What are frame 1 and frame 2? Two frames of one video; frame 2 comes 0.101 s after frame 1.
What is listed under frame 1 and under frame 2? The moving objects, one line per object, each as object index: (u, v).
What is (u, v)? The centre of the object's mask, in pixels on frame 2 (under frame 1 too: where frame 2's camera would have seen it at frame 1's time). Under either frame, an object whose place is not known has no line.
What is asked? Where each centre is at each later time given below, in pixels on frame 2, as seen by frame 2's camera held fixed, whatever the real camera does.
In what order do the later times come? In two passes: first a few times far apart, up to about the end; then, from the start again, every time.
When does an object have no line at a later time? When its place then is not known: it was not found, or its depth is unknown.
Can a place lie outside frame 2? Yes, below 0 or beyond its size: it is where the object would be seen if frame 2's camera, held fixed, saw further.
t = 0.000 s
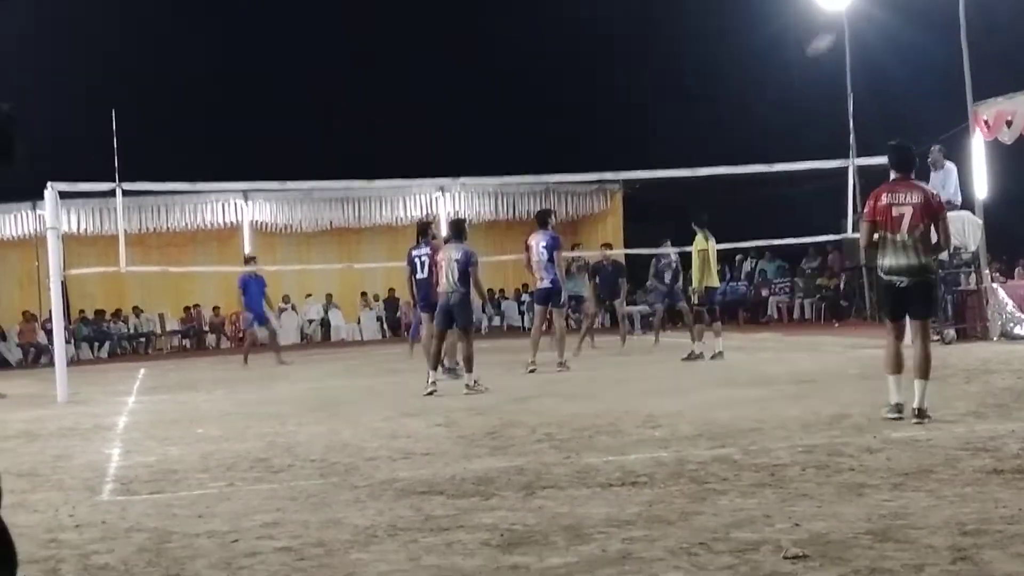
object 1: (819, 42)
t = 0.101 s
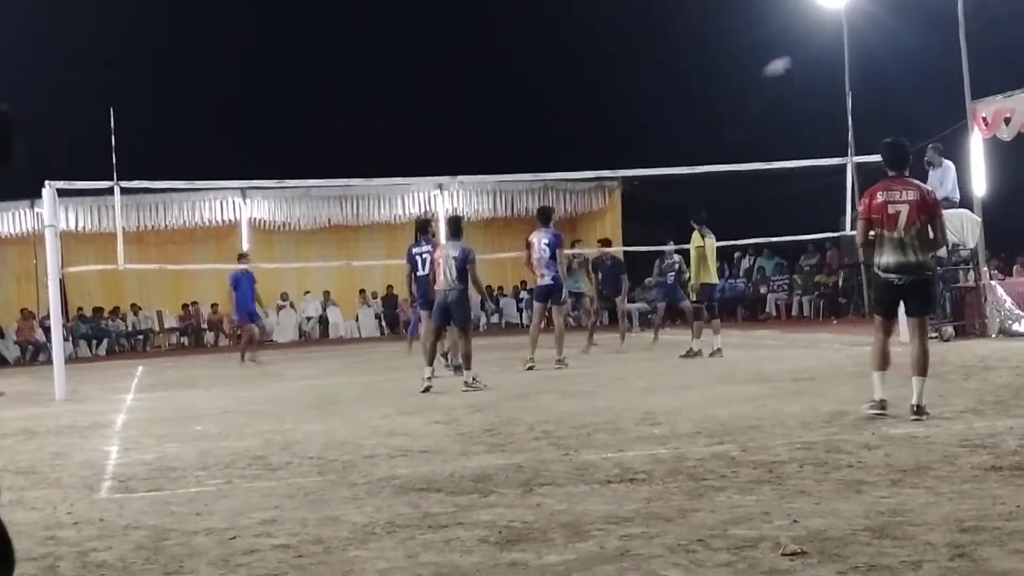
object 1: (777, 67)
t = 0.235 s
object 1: (729, 104)
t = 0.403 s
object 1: (681, 155)
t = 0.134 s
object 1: (764, 76)
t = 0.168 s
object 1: (751, 85)
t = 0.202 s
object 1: (740, 95)
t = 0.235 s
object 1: (729, 104)
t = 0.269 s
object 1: (718, 114)
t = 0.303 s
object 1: (708, 124)
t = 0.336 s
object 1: (698, 134)
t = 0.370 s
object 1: (689, 144)
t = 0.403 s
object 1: (681, 155)
